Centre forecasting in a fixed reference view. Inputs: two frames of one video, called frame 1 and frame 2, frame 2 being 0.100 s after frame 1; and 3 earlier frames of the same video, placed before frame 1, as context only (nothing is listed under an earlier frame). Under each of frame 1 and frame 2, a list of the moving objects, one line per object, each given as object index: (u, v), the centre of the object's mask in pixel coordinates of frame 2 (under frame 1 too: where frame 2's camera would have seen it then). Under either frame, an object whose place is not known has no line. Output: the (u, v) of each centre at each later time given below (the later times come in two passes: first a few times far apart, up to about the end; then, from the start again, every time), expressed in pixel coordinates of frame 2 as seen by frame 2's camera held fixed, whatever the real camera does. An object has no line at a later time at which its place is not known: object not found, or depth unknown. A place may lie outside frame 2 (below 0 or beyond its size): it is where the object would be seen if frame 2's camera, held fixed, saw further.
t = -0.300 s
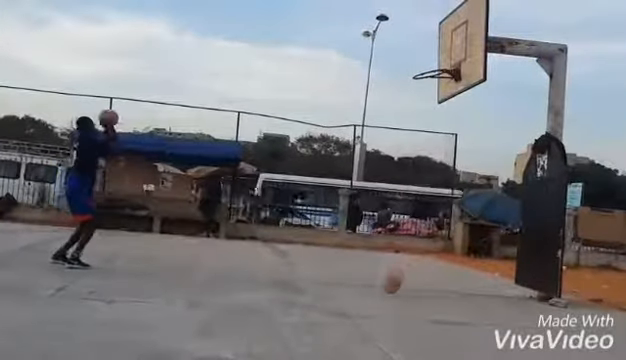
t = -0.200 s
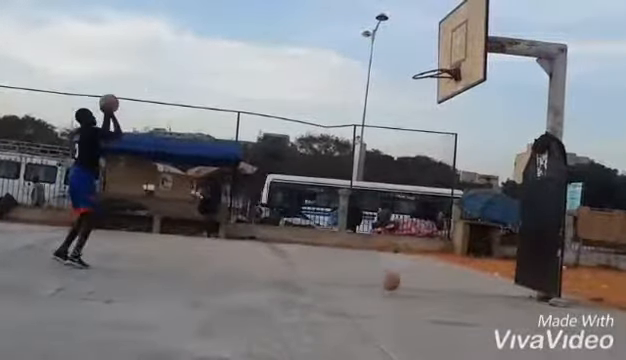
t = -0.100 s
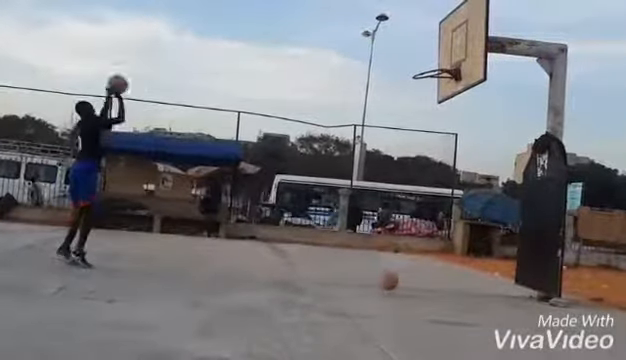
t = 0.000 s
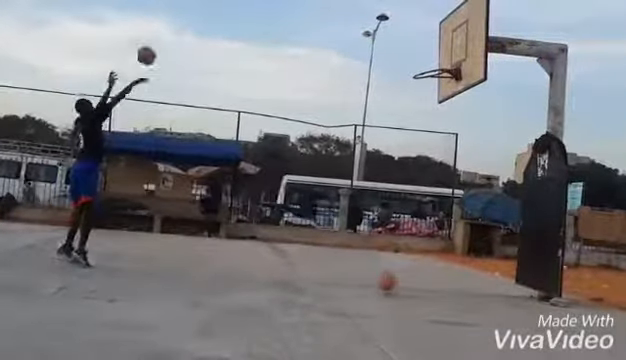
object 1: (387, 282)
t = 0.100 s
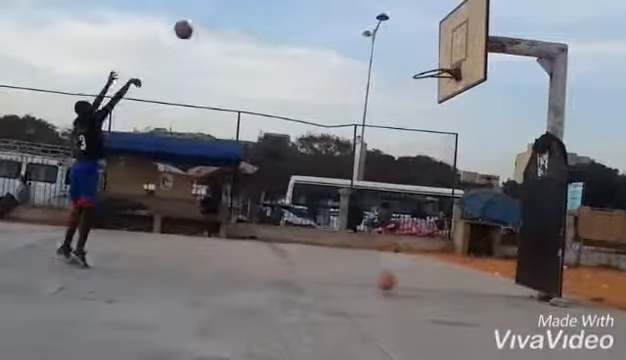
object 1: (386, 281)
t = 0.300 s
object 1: (385, 283)
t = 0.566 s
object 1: (380, 284)
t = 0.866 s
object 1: (376, 285)
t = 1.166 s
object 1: (374, 284)
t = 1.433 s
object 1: (372, 285)
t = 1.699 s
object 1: (368, 285)
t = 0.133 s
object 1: (386, 281)
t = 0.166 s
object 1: (386, 281)
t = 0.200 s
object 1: (385, 282)
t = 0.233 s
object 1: (385, 282)
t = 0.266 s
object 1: (385, 283)
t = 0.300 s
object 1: (385, 283)
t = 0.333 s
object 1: (382, 283)
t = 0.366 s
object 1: (382, 283)
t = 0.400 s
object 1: (382, 283)
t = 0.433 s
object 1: (380, 284)
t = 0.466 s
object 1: (380, 284)
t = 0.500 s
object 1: (379, 284)
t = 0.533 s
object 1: (379, 284)
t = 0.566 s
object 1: (380, 284)
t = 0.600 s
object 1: (379, 284)
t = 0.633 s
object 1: (379, 284)
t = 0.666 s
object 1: (378, 284)
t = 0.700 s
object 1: (378, 284)
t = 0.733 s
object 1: (378, 284)
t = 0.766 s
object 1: (378, 284)
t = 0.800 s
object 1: (377, 284)
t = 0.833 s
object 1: (377, 284)
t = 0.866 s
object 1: (376, 285)
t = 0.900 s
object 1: (376, 285)
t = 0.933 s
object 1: (376, 284)
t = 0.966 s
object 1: (375, 284)
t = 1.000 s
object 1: (376, 284)
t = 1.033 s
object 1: (375, 284)
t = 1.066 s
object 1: (375, 284)
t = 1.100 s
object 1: (374, 285)
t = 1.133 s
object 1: (375, 284)
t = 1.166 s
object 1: (374, 284)
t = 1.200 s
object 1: (375, 284)
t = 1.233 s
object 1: (374, 284)
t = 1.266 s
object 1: (374, 284)
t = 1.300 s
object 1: (373, 284)
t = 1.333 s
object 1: (373, 284)
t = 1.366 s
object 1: (373, 284)
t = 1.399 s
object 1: (372, 285)
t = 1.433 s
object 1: (372, 285)
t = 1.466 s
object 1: (371, 285)
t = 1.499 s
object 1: (370, 285)
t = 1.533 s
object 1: (370, 285)
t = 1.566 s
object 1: (370, 285)
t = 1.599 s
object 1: (370, 285)
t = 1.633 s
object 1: (369, 285)
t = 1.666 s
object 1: (369, 285)
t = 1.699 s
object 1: (368, 285)
